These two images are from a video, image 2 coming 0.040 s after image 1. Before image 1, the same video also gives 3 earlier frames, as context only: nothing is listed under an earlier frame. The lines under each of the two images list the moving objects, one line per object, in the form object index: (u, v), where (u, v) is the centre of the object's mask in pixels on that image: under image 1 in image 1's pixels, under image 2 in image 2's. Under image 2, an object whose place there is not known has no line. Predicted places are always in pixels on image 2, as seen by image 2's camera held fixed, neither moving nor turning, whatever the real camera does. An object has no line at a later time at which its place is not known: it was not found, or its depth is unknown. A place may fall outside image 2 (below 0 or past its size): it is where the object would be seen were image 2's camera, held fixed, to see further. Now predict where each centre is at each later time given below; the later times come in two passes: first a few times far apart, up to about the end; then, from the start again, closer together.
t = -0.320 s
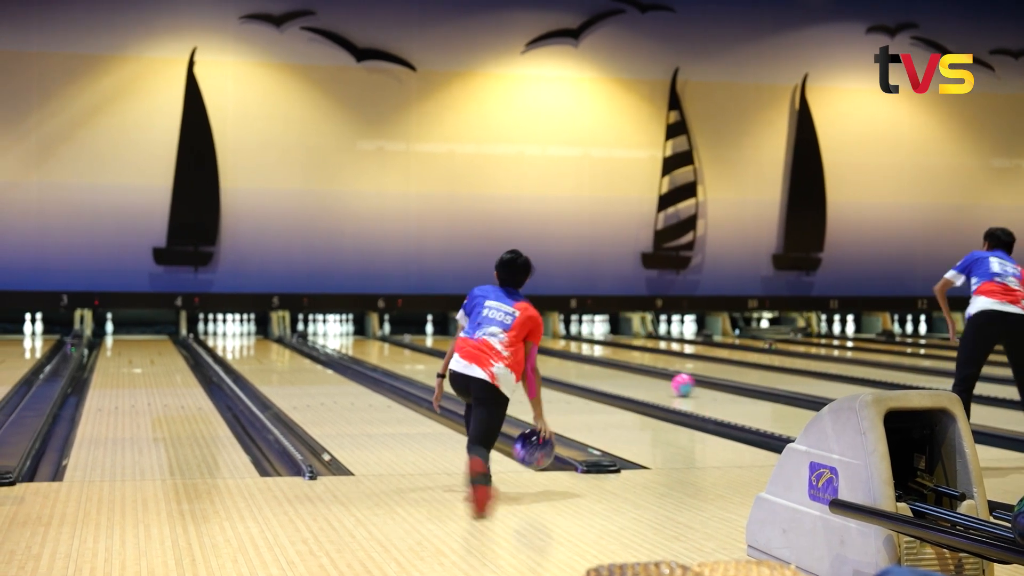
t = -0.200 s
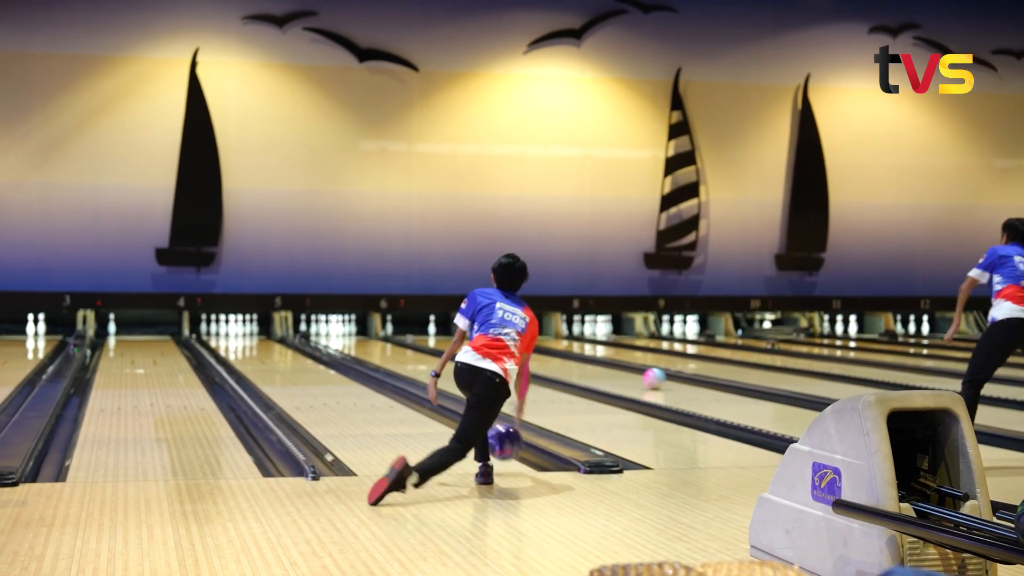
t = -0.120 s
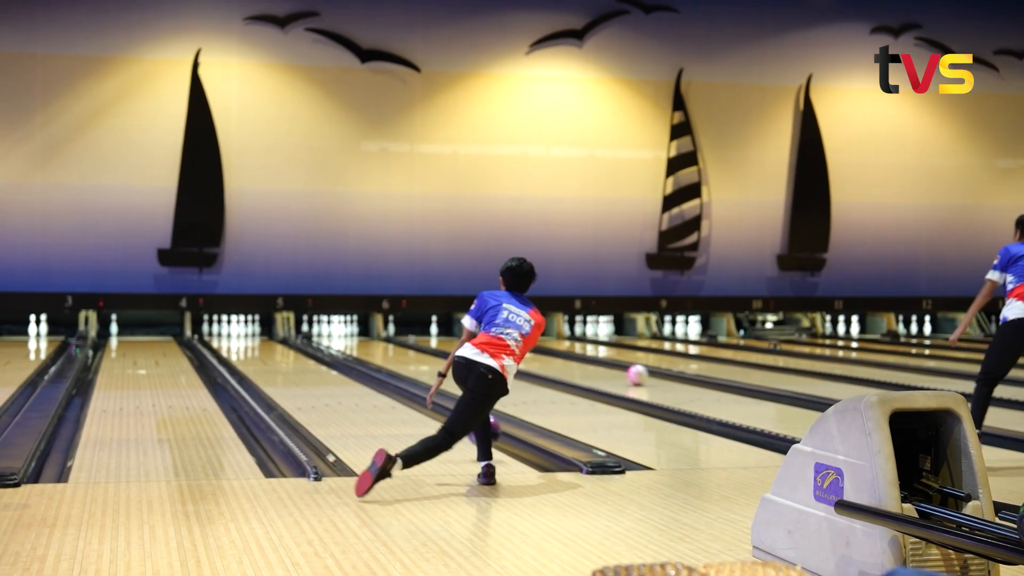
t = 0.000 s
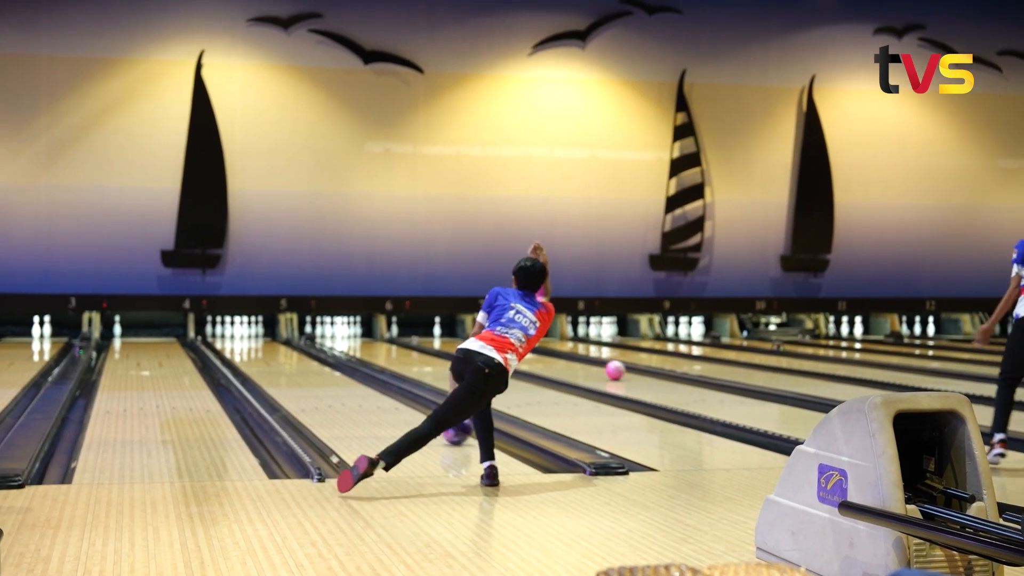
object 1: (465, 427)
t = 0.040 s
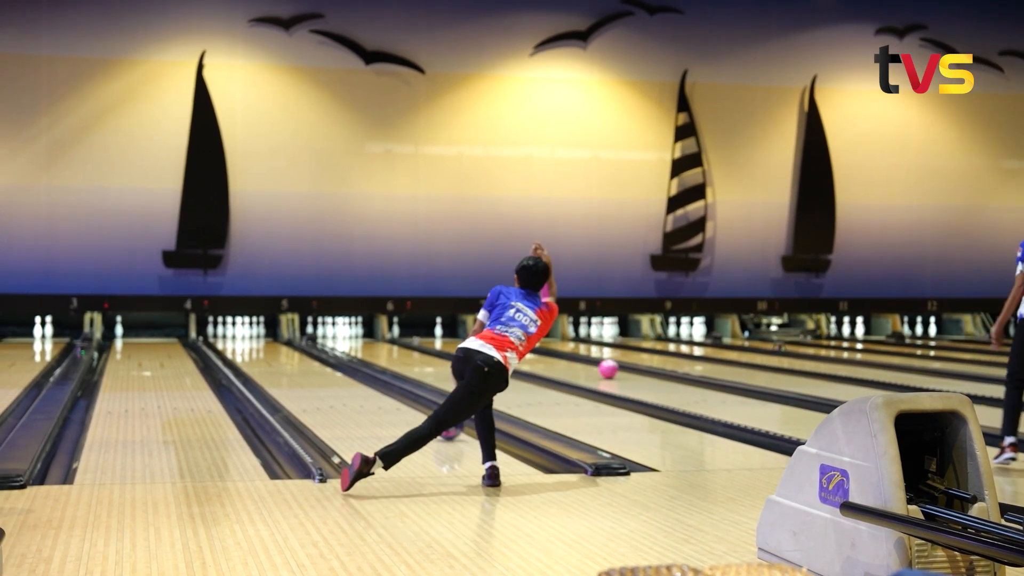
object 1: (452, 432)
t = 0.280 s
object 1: (405, 403)
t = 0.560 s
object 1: (368, 384)
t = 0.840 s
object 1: (340, 370)
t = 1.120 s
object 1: (317, 360)
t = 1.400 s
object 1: (298, 351)
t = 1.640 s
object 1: (285, 345)
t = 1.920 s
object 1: (269, 340)
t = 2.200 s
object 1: (253, 336)
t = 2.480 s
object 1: (244, 332)
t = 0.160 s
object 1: (422, 410)
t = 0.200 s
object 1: (418, 409)
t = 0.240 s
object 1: (412, 406)
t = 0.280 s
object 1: (405, 403)
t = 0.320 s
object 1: (399, 400)
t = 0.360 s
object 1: (394, 397)
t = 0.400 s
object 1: (387, 394)
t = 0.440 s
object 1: (383, 391)
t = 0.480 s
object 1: (378, 388)
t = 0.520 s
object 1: (372, 386)
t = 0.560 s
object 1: (368, 384)
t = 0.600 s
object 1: (364, 381)
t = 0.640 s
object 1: (358, 379)
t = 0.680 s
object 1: (355, 377)
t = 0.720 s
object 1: (351, 375)
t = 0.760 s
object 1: (347, 373)
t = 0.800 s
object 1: (343, 371)
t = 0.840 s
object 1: (340, 370)
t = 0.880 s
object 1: (335, 368)
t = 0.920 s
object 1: (333, 367)
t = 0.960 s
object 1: (329, 365)
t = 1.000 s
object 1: (326, 363)
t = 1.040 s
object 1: (323, 362)
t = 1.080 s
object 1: (320, 361)
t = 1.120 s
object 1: (317, 360)
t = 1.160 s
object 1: (314, 358)
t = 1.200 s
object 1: (312, 357)
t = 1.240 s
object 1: (309, 355)
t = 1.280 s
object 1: (306, 354)
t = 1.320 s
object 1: (303, 353)
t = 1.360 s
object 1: (301, 353)
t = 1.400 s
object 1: (298, 351)
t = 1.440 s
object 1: (296, 350)
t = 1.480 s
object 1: (293, 349)
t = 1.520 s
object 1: (291, 348)
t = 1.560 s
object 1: (289, 348)
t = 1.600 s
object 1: (287, 346)
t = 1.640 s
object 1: (285, 345)
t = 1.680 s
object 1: (283, 344)
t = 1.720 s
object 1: (280, 344)
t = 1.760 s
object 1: (278, 343)
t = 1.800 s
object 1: (275, 343)
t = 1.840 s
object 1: (273, 341)
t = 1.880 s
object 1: (271, 341)
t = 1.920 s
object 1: (269, 340)
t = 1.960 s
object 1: (267, 339)
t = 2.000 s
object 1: (264, 339)
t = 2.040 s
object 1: (262, 338)
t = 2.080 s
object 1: (260, 338)
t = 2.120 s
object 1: (257, 337)
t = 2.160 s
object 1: (255, 336)
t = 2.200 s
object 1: (253, 336)
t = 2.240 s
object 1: (251, 335)
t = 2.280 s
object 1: (248, 334)
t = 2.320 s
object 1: (246, 333)
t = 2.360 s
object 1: (245, 333)
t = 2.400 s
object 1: (244, 333)
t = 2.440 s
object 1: (244, 333)
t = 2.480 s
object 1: (244, 332)
